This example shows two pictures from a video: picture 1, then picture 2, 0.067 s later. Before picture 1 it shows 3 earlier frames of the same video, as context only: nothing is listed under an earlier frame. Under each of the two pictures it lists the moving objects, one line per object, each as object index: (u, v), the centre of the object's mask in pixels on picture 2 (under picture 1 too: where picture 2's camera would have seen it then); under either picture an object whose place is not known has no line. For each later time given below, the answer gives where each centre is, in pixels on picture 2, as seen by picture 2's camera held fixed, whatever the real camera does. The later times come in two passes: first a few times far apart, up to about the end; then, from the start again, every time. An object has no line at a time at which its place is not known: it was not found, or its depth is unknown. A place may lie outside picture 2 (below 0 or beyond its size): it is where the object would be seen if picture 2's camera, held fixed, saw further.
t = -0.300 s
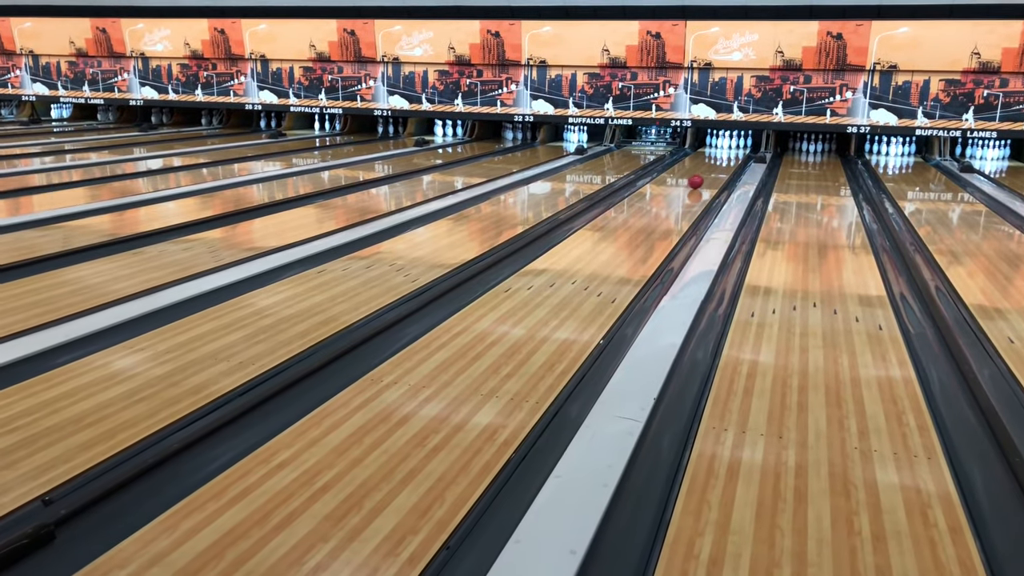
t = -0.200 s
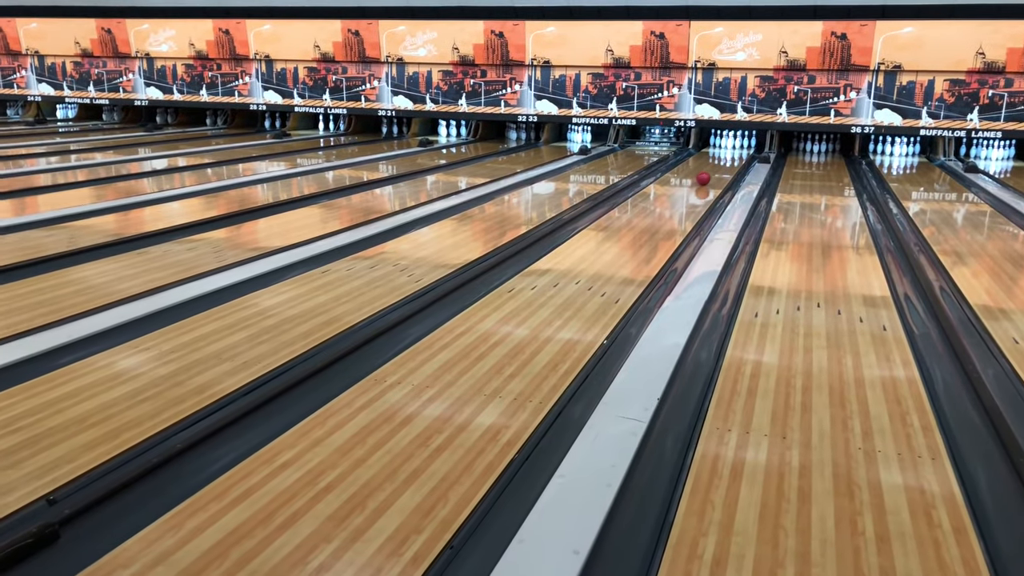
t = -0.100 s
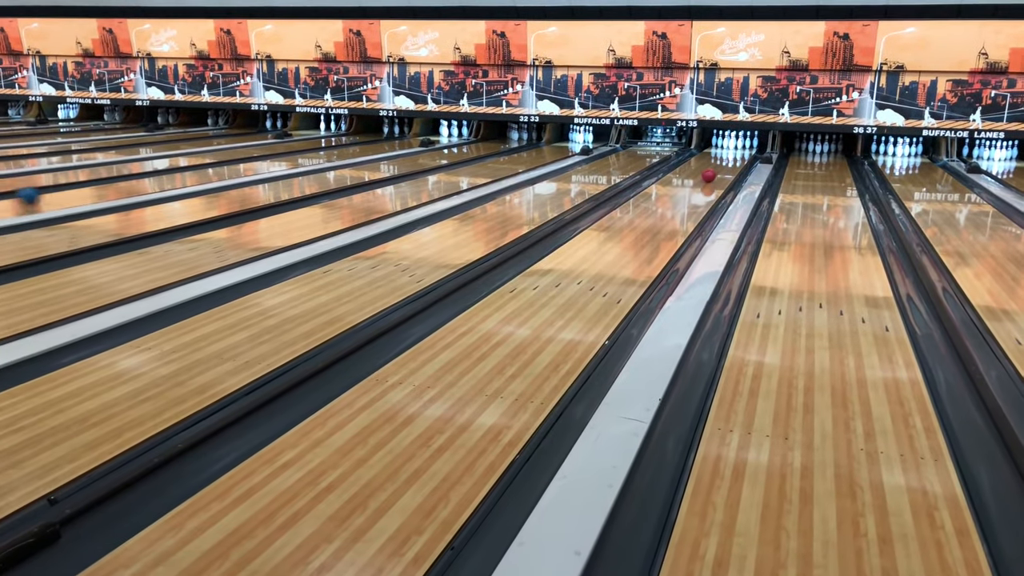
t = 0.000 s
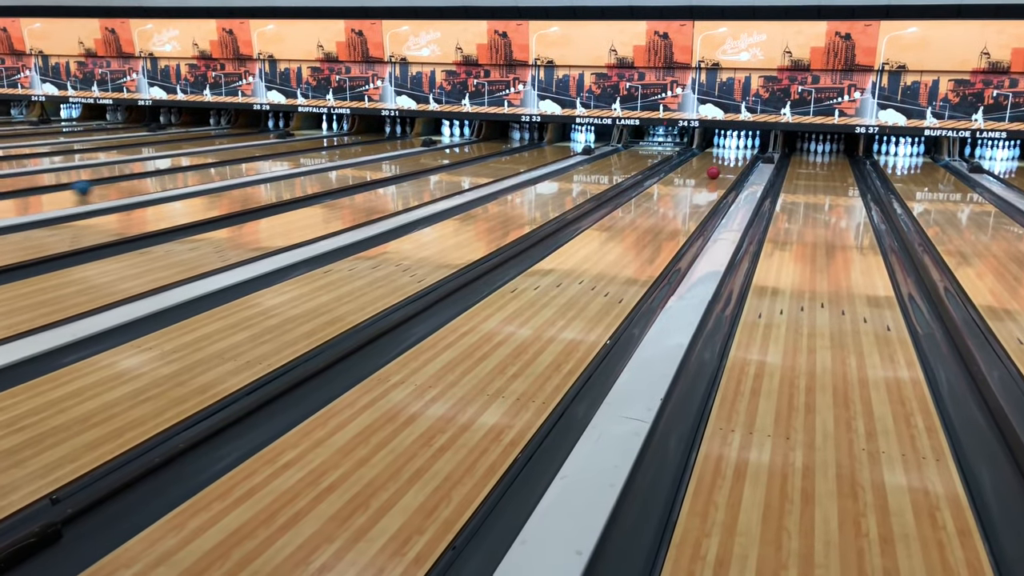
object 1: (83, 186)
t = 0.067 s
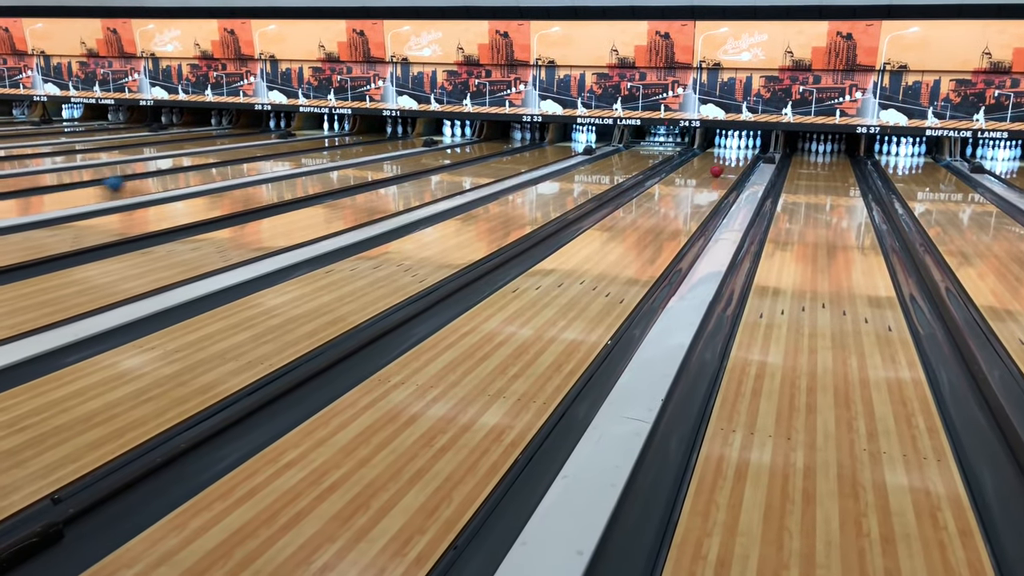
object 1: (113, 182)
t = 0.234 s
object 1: (173, 168)
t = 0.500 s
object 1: (260, 160)
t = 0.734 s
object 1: (317, 153)
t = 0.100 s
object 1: (127, 179)
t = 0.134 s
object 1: (141, 177)
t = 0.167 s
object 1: (155, 174)
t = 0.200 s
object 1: (166, 169)
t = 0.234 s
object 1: (173, 168)
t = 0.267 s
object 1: (190, 169)
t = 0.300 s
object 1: (202, 168)
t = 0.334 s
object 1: (211, 166)
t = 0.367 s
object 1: (222, 166)
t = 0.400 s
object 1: (233, 164)
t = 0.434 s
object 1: (242, 163)
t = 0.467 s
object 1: (251, 162)
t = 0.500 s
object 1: (260, 160)
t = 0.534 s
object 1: (270, 159)
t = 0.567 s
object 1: (278, 158)
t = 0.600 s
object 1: (286, 157)
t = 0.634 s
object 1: (294, 156)
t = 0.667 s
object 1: (302, 155)
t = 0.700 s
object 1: (310, 154)
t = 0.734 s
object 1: (317, 153)
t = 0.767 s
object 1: (324, 152)
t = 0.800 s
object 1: (331, 151)
